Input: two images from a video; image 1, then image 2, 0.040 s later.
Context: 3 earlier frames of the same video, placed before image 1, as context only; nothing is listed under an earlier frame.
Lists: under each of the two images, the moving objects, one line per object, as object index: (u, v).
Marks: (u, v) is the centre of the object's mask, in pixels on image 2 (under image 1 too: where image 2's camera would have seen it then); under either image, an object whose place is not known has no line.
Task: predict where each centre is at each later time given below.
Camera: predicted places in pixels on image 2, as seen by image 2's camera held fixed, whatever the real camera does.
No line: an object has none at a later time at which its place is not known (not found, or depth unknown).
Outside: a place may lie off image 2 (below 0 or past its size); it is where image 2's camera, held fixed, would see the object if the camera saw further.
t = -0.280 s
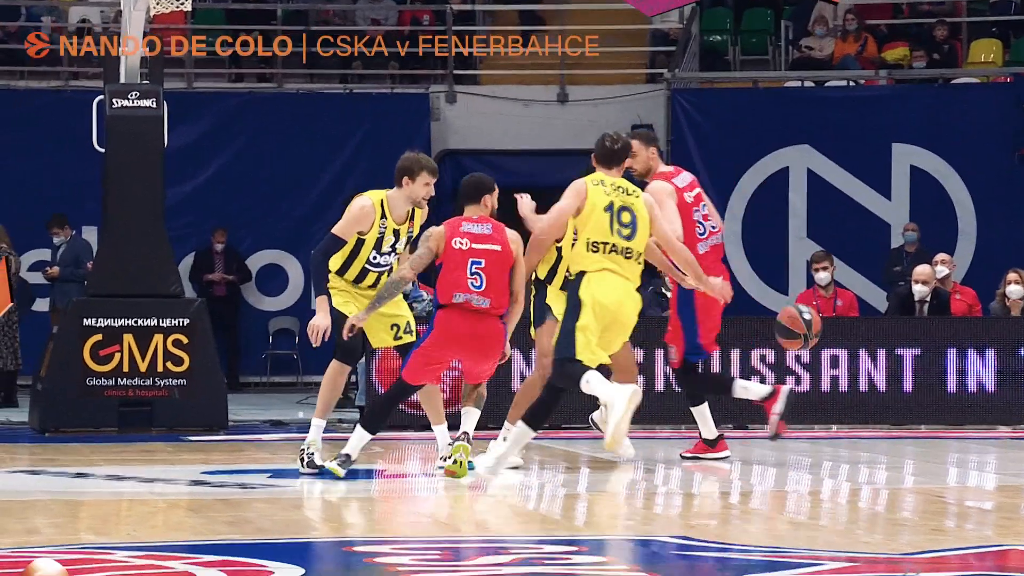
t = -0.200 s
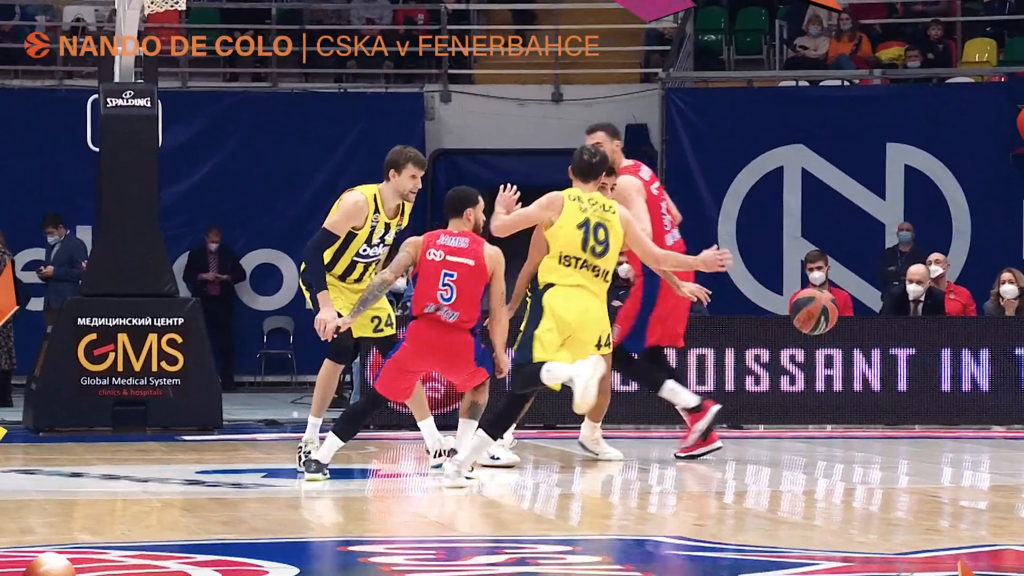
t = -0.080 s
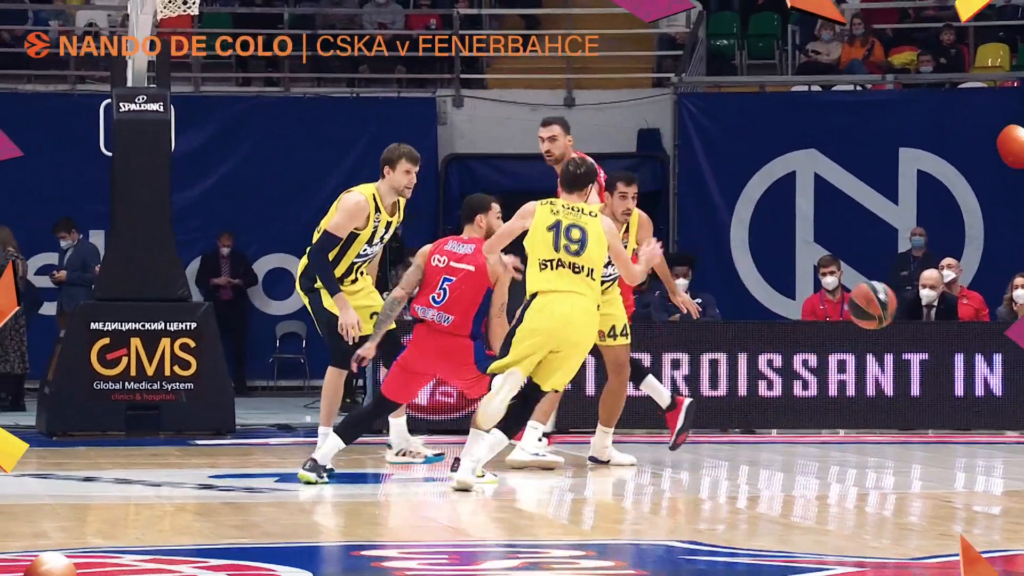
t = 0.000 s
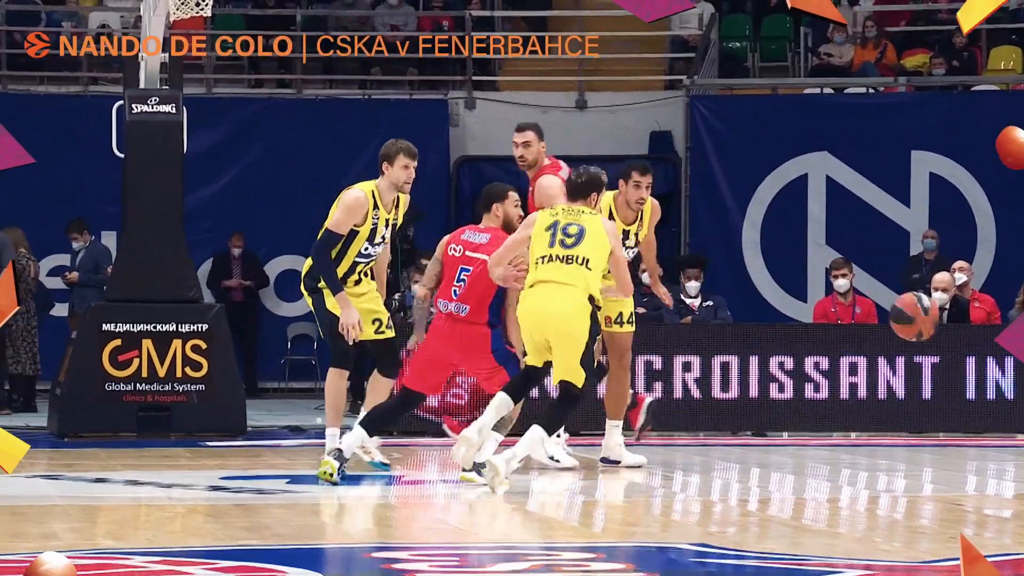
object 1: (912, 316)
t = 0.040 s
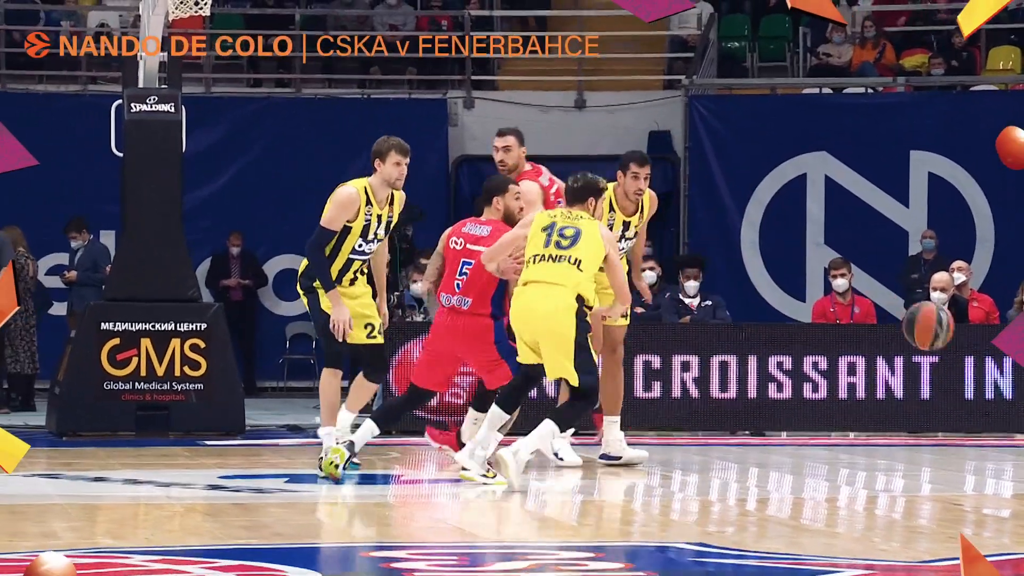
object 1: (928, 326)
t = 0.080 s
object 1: (938, 341)
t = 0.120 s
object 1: (957, 354)
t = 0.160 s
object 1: (977, 373)
